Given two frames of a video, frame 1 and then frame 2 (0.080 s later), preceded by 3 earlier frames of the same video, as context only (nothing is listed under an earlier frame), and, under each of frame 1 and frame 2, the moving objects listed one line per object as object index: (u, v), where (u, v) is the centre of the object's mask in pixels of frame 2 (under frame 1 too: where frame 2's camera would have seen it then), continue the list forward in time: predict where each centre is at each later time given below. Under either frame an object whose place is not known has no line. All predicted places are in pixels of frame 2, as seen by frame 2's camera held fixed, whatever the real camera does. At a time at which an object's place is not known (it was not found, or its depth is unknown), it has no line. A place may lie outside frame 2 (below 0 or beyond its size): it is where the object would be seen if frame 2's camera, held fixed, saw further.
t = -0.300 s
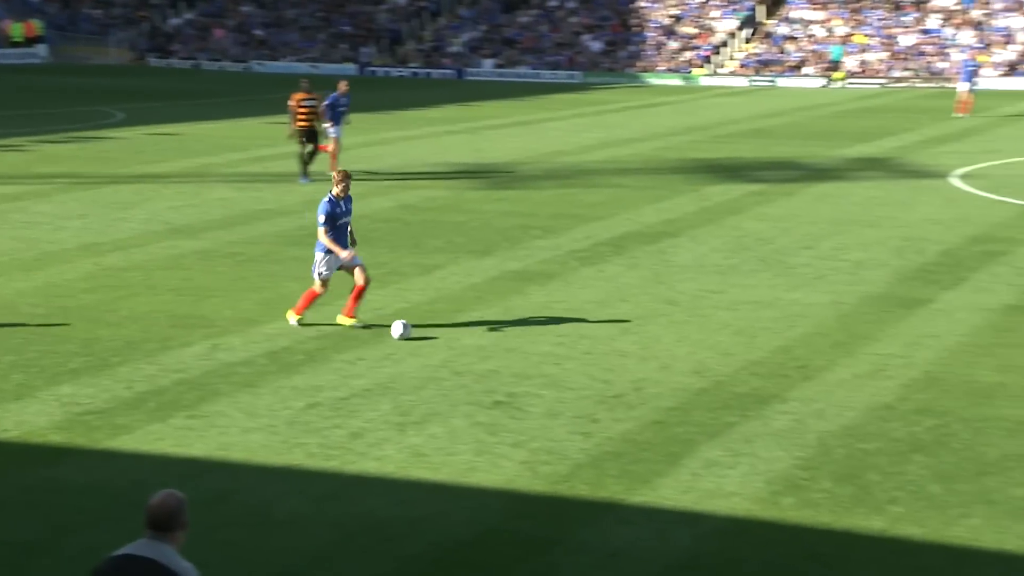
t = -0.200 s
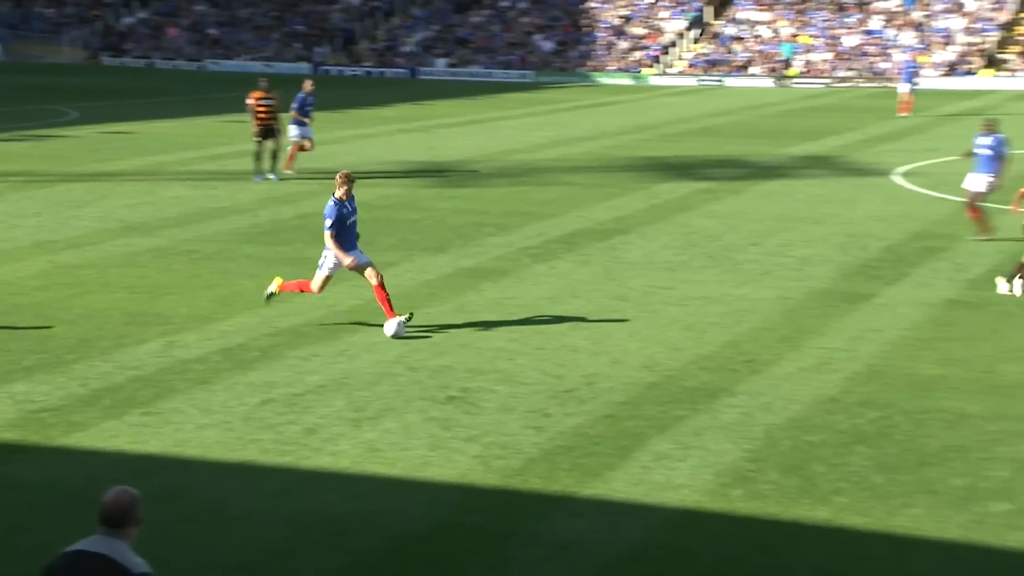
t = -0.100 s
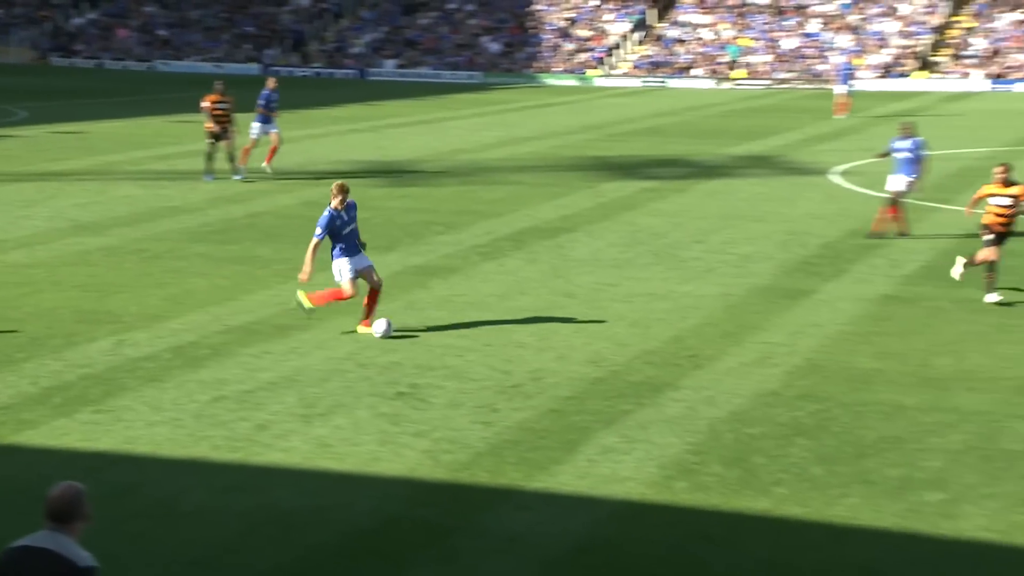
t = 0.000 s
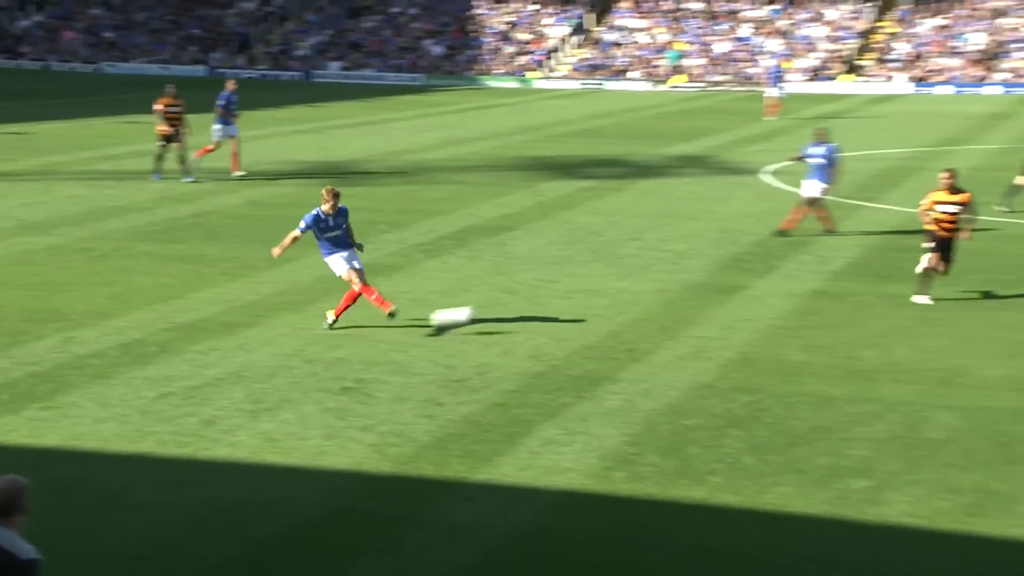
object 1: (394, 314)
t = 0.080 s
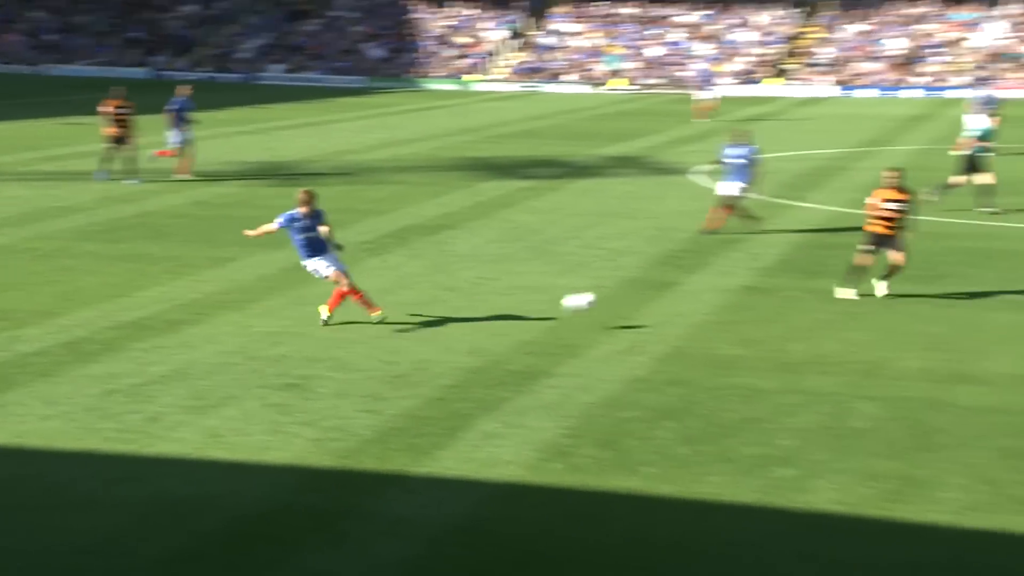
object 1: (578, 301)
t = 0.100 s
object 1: (622, 299)
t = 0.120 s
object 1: (666, 298)
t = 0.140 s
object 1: (710, 297)
